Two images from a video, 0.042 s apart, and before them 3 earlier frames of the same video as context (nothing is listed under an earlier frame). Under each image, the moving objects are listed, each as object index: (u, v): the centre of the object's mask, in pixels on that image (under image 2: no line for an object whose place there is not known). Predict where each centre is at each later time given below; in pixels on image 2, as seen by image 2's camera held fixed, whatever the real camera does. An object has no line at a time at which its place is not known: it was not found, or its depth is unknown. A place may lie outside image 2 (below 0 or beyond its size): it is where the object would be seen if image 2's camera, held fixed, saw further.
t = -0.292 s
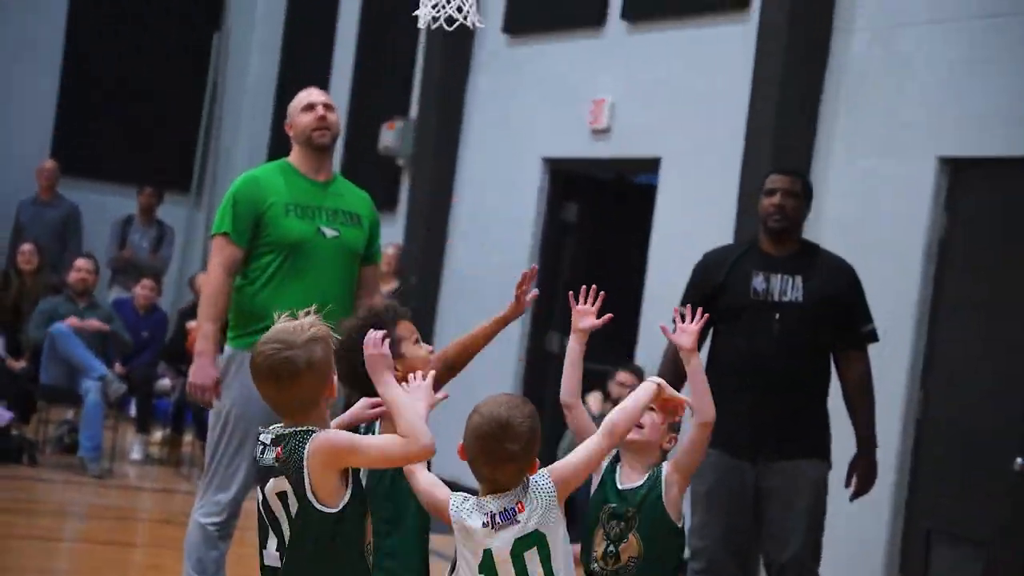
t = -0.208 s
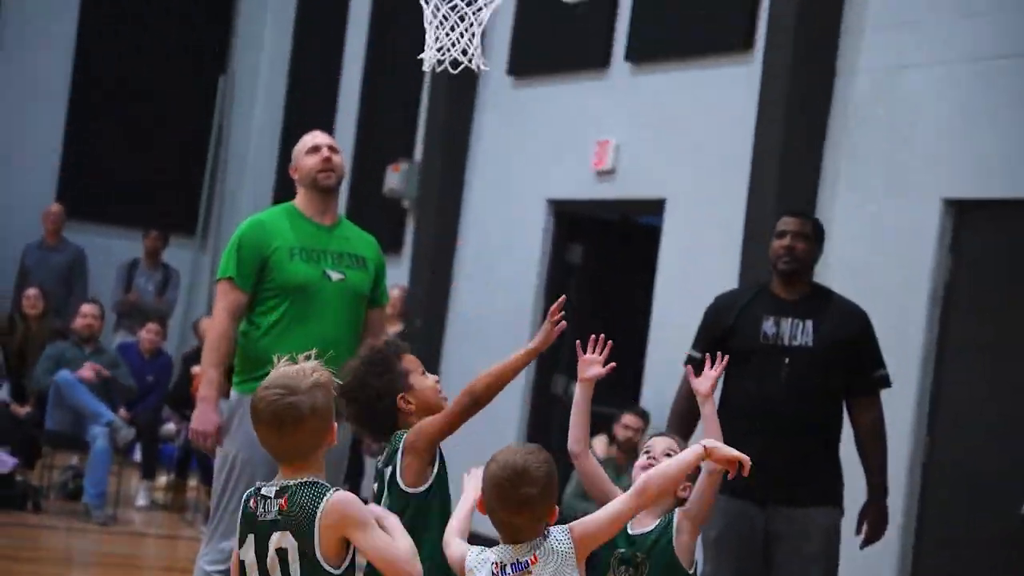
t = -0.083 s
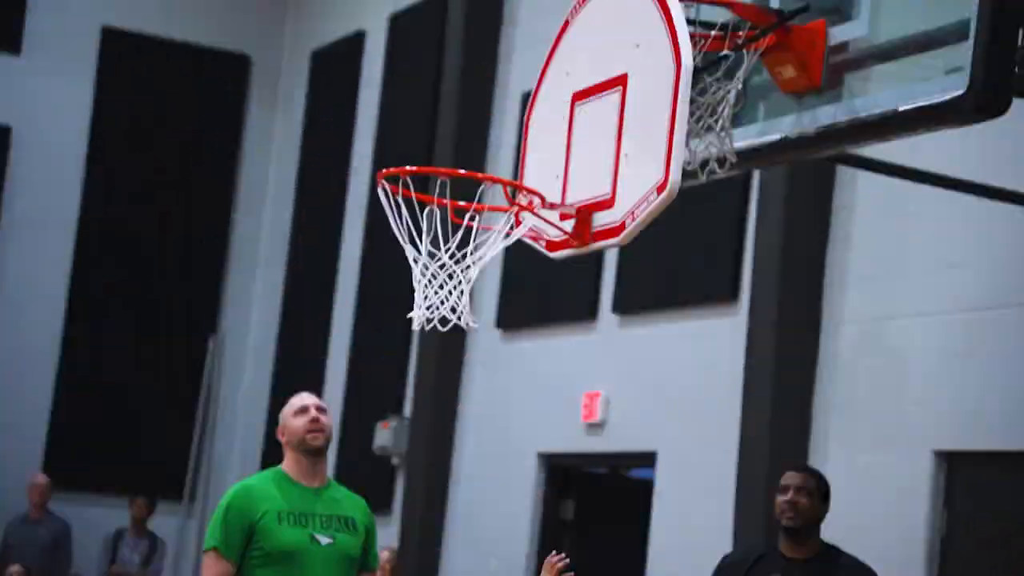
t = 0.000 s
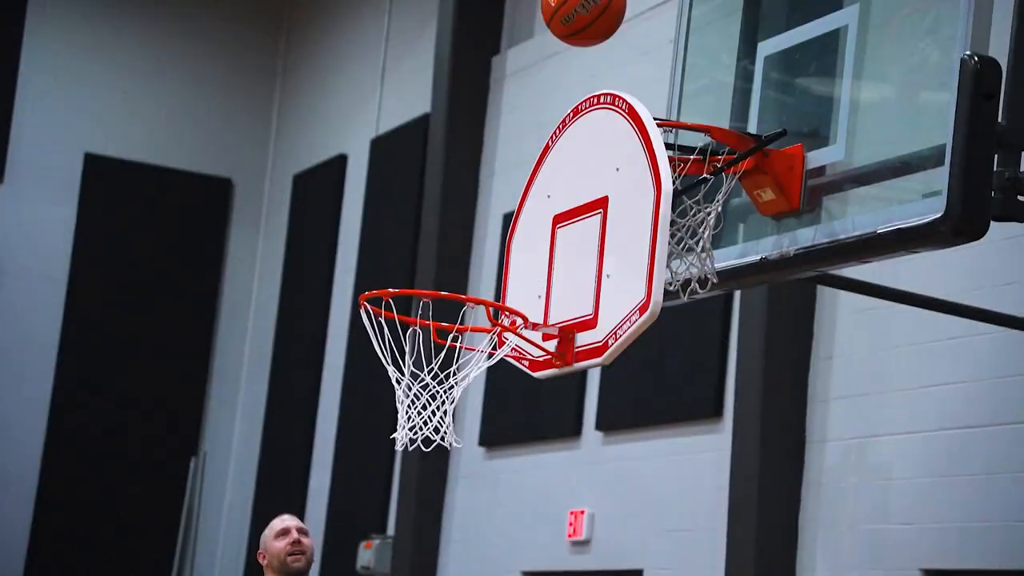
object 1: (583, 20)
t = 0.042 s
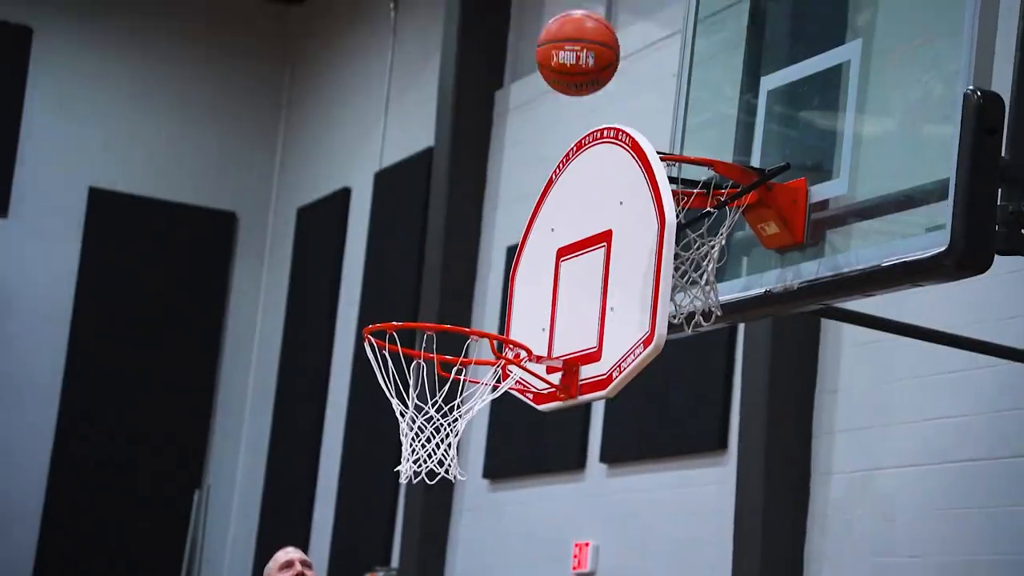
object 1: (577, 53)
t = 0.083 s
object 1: (569, 74)
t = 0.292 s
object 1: (516, 257)
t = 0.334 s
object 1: (505, 305)
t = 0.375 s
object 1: (482, 335)
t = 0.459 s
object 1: (427, 377)
